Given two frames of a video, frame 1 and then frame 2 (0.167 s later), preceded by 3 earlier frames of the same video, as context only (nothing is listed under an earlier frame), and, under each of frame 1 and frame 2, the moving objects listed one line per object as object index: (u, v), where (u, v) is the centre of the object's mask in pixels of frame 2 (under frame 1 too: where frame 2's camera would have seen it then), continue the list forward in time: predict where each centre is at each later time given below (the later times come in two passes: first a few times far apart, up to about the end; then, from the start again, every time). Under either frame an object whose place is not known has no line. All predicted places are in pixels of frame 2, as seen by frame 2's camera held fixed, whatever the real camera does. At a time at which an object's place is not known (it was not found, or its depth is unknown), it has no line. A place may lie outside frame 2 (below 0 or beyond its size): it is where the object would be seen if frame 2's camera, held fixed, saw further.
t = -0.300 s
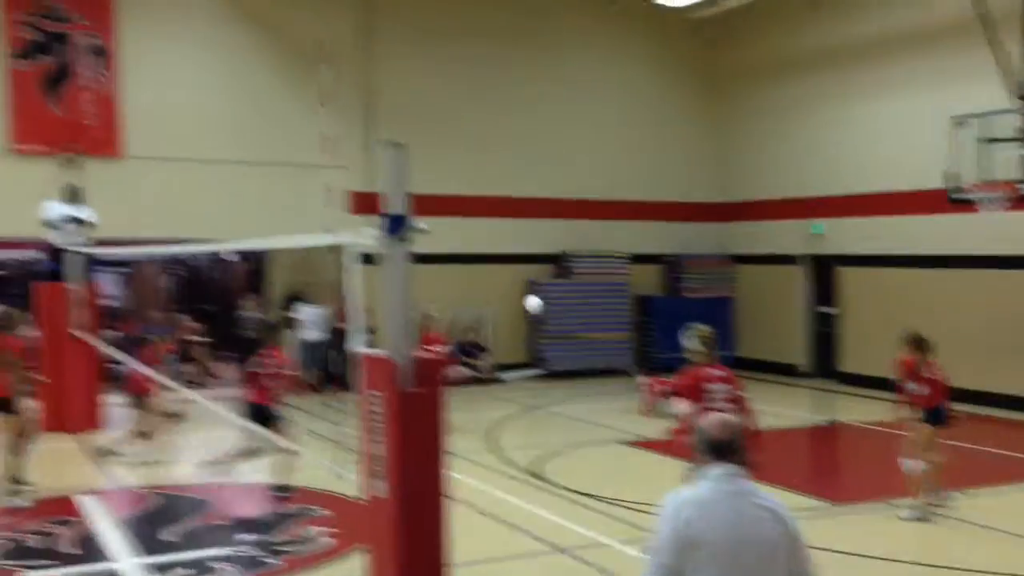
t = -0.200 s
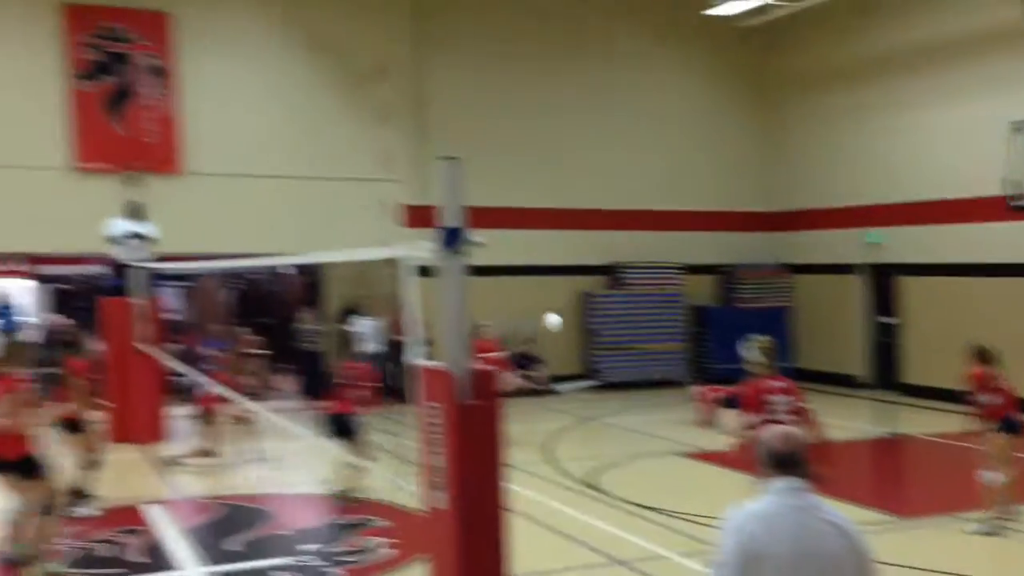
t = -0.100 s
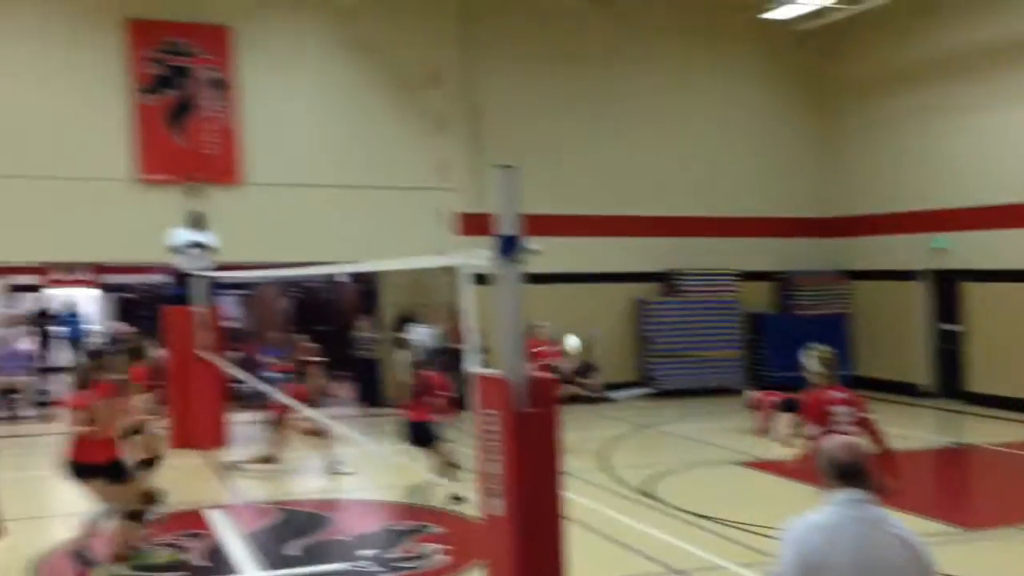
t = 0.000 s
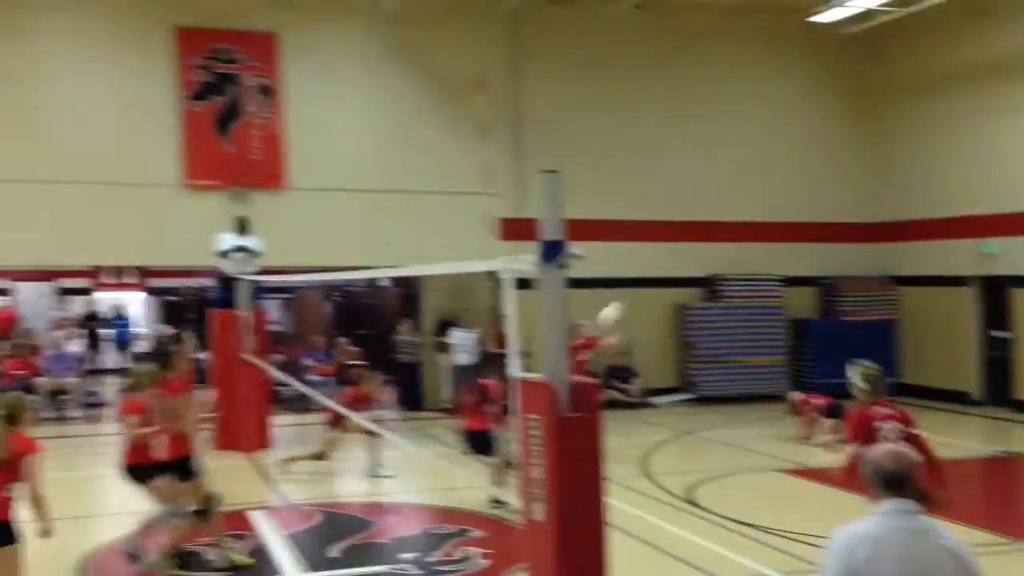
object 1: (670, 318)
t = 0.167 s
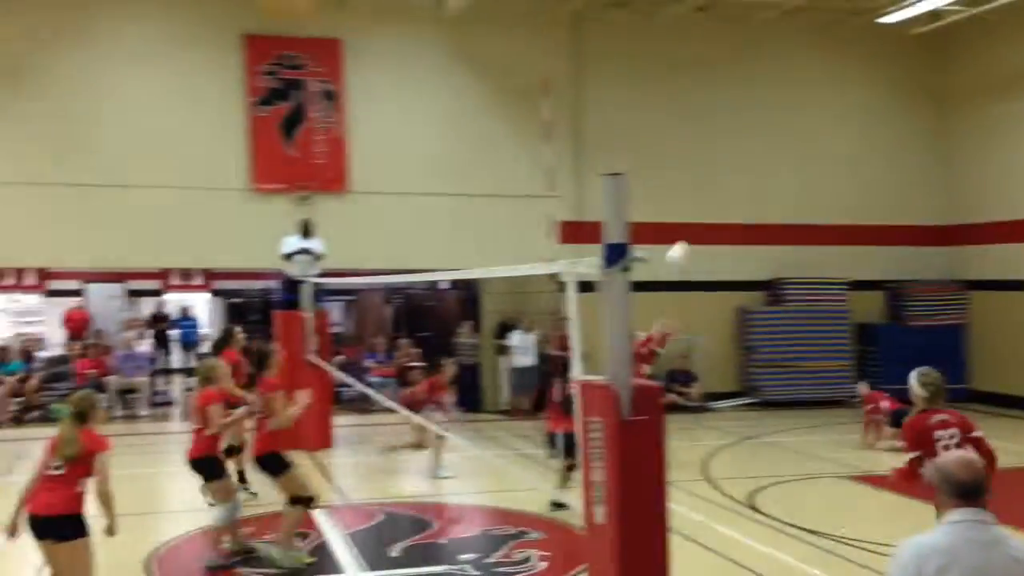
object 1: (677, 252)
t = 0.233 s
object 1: (680, 233)
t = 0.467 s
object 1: (694, 192)
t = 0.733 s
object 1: (708, 205)
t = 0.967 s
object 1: (720, 279)
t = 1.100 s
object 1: (728, 353)
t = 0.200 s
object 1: (679, 242)
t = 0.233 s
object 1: (680, 233)
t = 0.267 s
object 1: (682, 225)
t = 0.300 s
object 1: (684, 218)
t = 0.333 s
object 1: (685, 210)
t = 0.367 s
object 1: (688, 205)
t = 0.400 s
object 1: (690, 200)
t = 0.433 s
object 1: (692, 196)
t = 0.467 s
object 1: (694, 192)
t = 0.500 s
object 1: (697, 190)
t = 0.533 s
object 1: (699, 189)
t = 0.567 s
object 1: (701, 188)
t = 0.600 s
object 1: (703, 190)
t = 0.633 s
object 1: (705, 192)
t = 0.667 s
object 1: (707, 194)
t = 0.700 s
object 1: (705, 200)
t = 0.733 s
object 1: (708, 205)
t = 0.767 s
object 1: (710, 213)
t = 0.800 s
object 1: (714, 220)
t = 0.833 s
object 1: (714, 230)
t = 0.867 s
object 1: (716, 237)
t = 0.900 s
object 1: (715, 250)
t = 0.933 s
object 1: (718, 264)
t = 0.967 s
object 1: (720, 279)
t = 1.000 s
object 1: (722, 294)
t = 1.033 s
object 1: (724, 312)
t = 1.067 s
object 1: (726, 333)
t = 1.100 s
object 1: (728, 353)
